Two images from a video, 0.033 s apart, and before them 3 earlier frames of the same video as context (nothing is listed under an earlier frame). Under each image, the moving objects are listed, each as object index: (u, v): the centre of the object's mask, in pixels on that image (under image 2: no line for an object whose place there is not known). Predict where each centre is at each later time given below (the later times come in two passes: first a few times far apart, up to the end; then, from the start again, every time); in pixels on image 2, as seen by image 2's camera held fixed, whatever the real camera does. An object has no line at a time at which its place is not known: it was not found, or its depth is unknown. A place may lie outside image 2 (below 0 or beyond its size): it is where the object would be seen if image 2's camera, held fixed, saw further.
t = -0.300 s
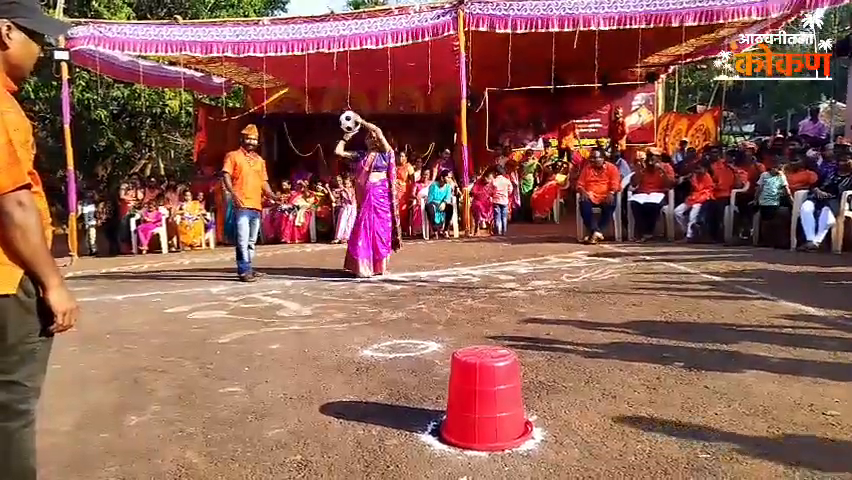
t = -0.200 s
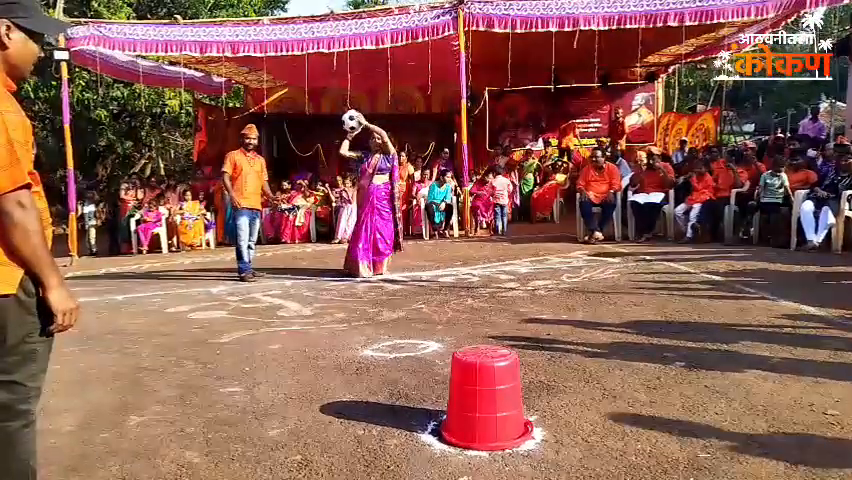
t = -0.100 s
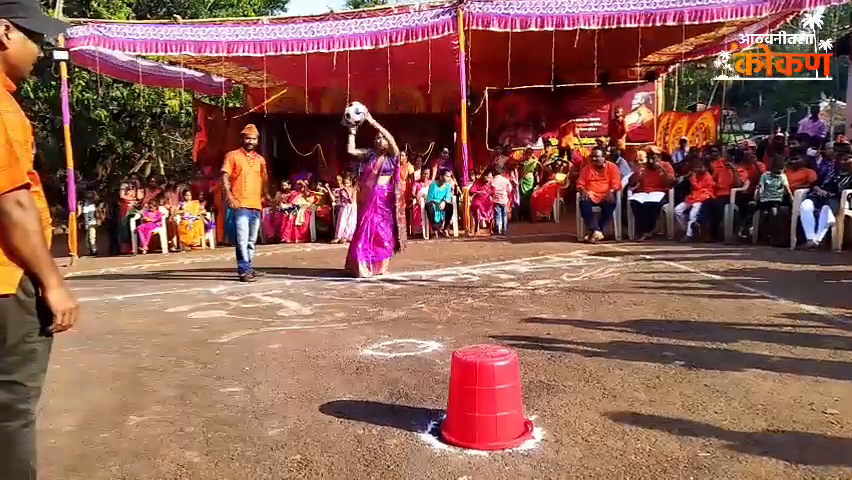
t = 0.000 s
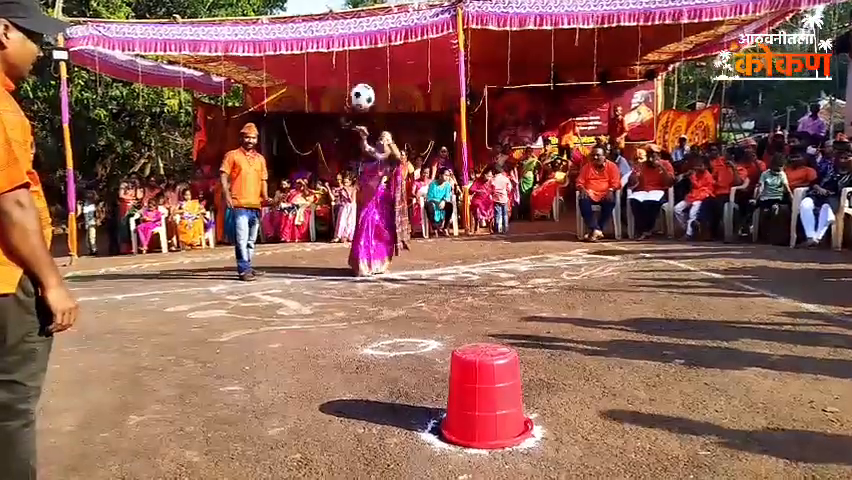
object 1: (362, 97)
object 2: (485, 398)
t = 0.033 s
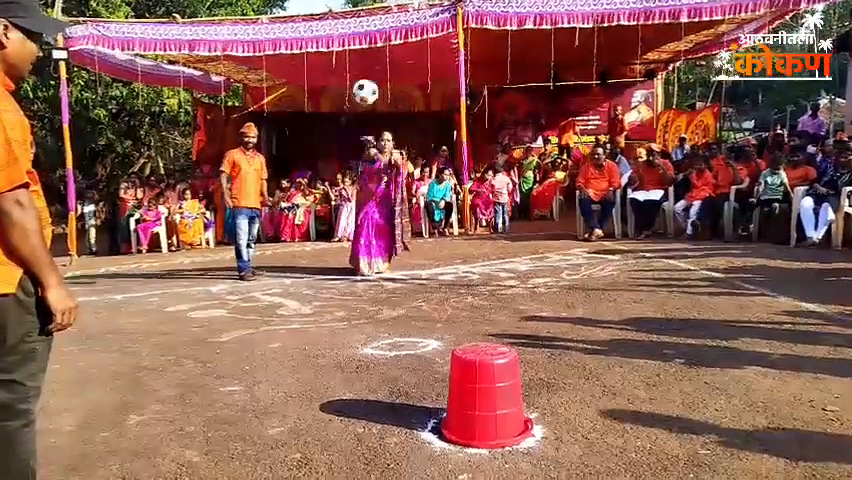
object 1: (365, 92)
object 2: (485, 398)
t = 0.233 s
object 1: (389, 105)
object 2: (485, 398)
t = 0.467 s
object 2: (485, 398)
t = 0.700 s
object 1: (411, 320)
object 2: (558, 445)
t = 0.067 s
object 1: (369, 90)
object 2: (485, 398)
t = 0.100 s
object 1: (372, 89)
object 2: (485, 398)
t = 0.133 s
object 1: (376, 91)
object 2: (485, 398)
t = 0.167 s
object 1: (379, 94)
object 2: (485, 398)
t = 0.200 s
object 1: (384, 98)
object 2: (485, 398)
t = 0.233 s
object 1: (389, 105)
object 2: (485, 398)
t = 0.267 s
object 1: (394, 115)
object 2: (485, 398)
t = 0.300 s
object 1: (399, 127)
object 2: (485, 398)
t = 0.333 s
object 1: (405, 143)
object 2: (485, 398)
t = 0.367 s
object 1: (414, 161)
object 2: (485, 398)
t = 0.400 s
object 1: (418, 184)
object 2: (485, 398)
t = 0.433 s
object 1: (430, 215)
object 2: (485, 398)
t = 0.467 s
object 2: (485, 398)
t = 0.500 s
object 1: (450, 288)
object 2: (485, 398)
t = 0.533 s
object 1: (459, 332)
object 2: (485, 399)
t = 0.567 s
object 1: (446, 376)
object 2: (491, 404)
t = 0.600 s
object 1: (448, 374)
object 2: (507, 417)
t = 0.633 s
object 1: (437, 351)
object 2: (522, 430)
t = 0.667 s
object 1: (423, 335)
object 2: (540, 441)
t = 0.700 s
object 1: (411, 320)
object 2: (558, 445)
